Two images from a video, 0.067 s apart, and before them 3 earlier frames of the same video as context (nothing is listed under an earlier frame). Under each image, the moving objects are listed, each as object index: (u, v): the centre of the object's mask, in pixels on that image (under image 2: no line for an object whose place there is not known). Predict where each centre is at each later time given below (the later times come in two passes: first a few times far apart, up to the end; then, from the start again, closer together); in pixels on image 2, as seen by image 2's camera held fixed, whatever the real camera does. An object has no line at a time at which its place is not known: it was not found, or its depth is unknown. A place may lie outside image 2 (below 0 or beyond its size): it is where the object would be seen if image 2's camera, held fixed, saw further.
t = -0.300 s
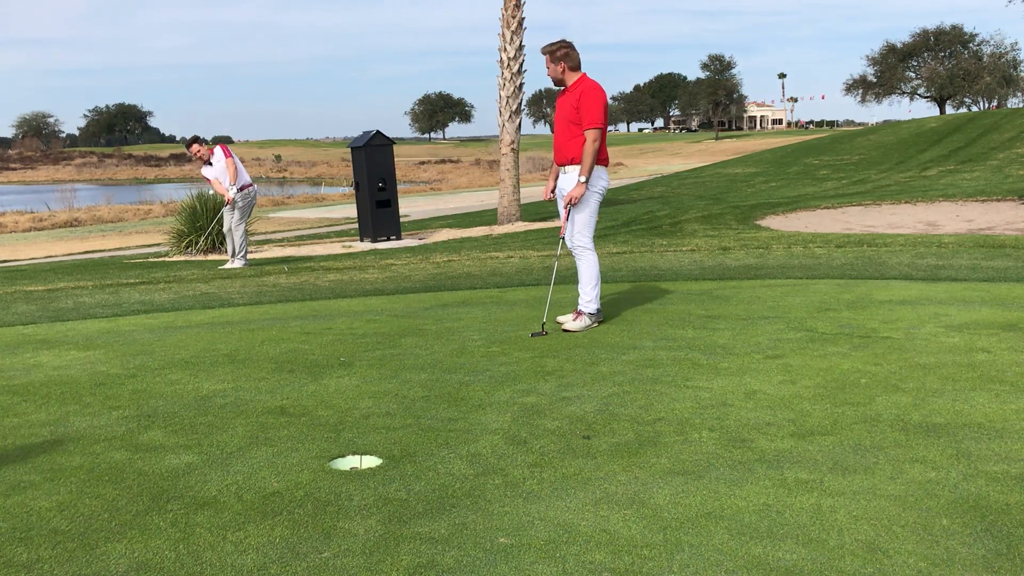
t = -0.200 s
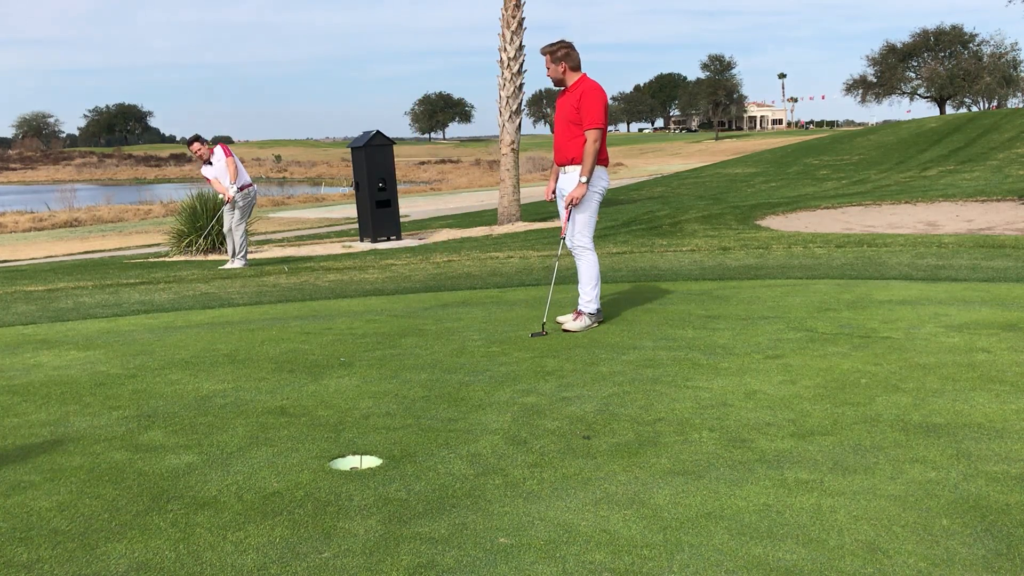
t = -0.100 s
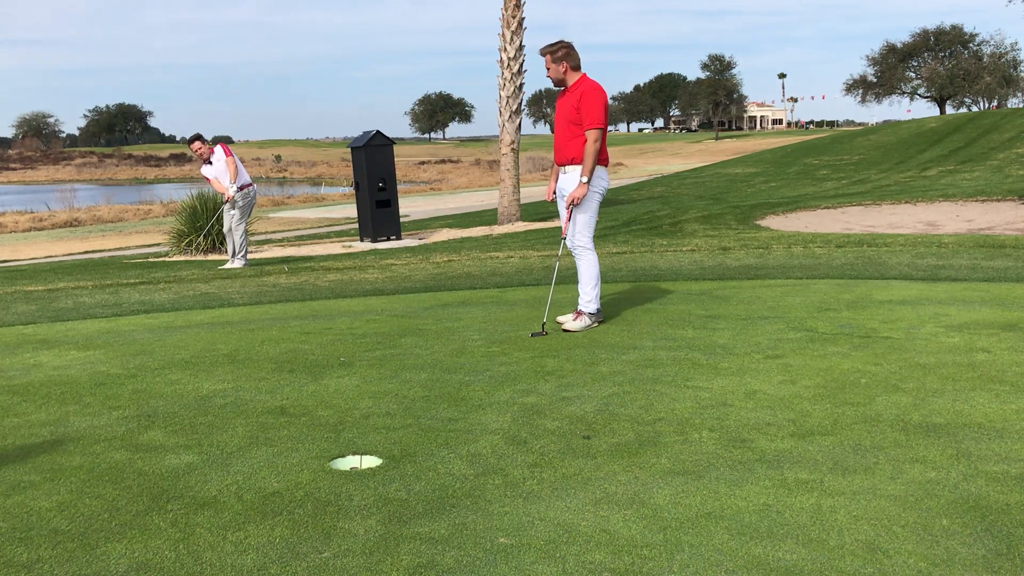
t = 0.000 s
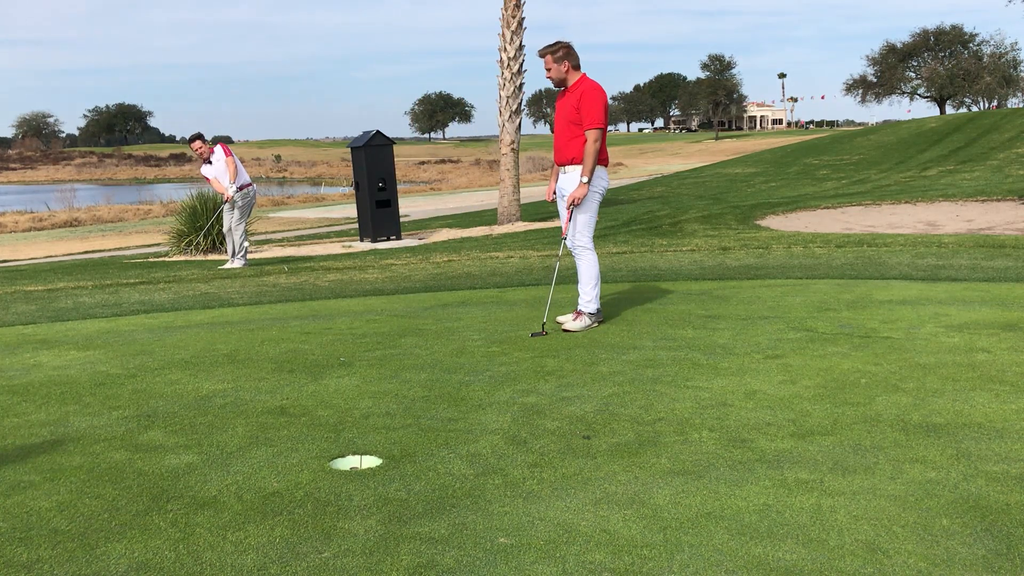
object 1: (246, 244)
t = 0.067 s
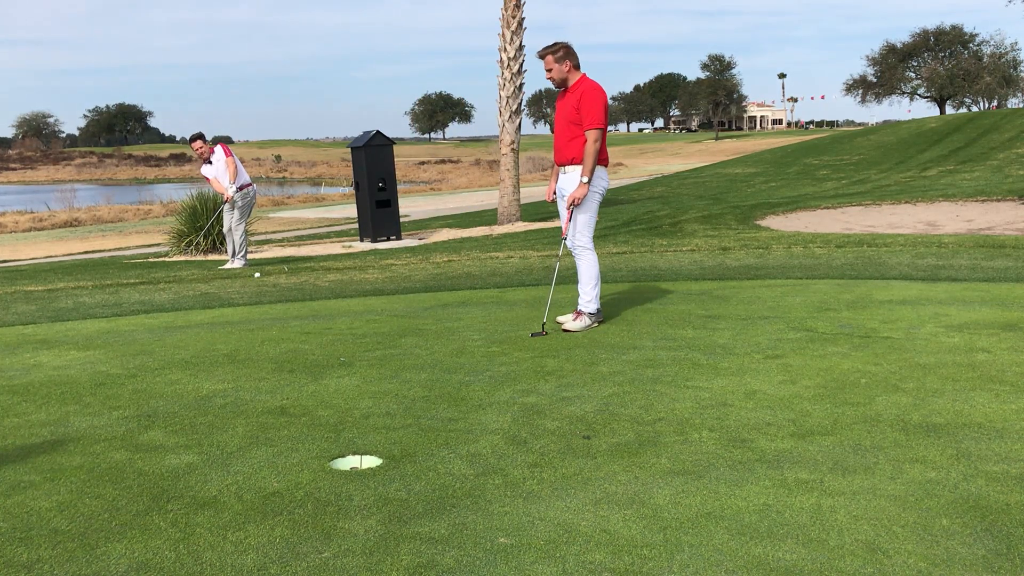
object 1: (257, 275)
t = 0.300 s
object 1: (280, 297)
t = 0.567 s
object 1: (303, 342)
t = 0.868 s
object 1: (328, 361)
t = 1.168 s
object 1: (355, 383)
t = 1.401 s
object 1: (378, 401)
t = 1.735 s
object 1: (415, 423)
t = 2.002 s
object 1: (442, 439)
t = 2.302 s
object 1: (469, 454)
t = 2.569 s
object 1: (485, 464)
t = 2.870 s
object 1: (499, 468)
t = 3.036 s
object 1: (501, 468)
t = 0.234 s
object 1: (276, 303)
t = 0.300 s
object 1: (280, 297)
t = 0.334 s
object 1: (282, 296)
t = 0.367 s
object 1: (285, 297)
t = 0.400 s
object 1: (287, 299)
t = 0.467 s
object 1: (294, 310)
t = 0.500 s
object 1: (297, 319)
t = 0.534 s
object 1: (300, 329)
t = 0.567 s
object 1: (303, 342)
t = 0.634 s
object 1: (309, 341)
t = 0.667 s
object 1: (311, 340)
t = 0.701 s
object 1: (313, 341)
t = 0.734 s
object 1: (316, 343)
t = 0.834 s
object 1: (326, 363)
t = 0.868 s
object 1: (328, 361)
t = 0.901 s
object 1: (331, 359)
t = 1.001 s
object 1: (340, 368)
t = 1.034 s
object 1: (344, 376)
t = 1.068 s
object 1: (347, 376)
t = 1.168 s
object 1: (355, 383)
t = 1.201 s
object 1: (358, 387)
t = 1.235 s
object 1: (361, 388)
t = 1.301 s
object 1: (367, 394)
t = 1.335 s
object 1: (371, 396)
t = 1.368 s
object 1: (374, 399)
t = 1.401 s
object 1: (378, 401)
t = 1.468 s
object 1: (385, 405)
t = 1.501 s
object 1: (388, 408)
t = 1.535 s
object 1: (392, 410)
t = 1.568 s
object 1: (396, 412)
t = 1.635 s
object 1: (403, 417)
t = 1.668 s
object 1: (407, 419)
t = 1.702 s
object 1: (411, 421)
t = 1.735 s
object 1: (415, 423)
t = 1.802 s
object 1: (421, 427)
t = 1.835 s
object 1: (425, 429)
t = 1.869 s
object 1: (429, 431)
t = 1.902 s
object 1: (432, 433)
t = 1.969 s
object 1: (439, 437)
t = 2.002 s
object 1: (442, 439)
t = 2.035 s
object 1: (446, 442)
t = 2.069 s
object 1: (449, 443)
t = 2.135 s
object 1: (455, 447)
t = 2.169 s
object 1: (458, 449)
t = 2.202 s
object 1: (461, 450)
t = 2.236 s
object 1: (463, 451)
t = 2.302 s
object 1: (469, 454)
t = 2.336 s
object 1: (471, 456)
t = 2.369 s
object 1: (473, 457)
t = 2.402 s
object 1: (475, 459)
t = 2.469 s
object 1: (480, 461)
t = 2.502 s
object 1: (482, 462)
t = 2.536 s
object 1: (484, 463)
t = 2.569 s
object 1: (485, 464)
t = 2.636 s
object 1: (488, 466)
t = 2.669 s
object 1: (490, 466)
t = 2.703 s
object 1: (492, 467)
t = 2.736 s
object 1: (493, 467)
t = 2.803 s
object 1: (496, 468)
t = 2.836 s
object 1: (497, 468)
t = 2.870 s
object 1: (499, 468)
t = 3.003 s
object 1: (501, 468)
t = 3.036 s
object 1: (501, 468)
